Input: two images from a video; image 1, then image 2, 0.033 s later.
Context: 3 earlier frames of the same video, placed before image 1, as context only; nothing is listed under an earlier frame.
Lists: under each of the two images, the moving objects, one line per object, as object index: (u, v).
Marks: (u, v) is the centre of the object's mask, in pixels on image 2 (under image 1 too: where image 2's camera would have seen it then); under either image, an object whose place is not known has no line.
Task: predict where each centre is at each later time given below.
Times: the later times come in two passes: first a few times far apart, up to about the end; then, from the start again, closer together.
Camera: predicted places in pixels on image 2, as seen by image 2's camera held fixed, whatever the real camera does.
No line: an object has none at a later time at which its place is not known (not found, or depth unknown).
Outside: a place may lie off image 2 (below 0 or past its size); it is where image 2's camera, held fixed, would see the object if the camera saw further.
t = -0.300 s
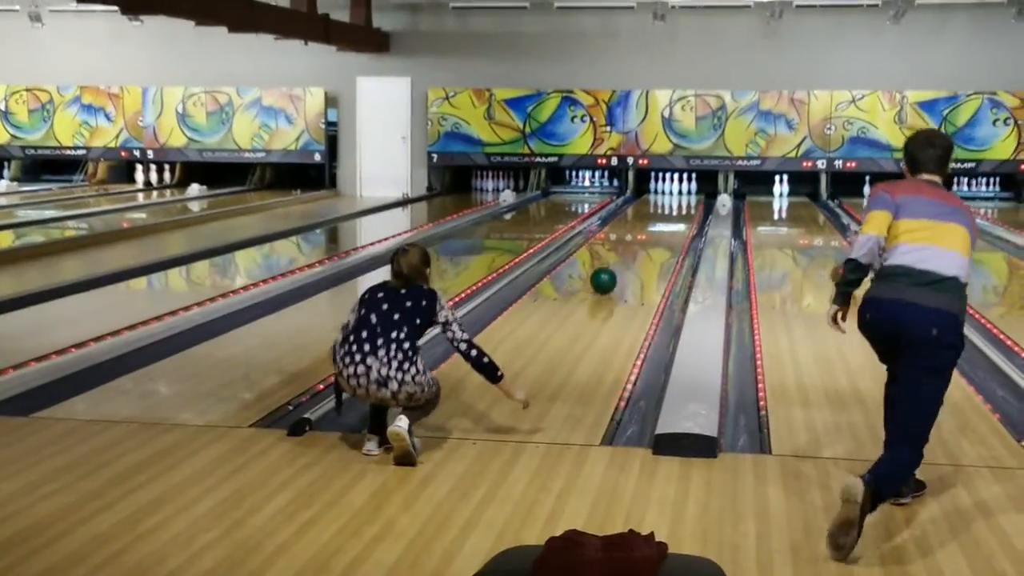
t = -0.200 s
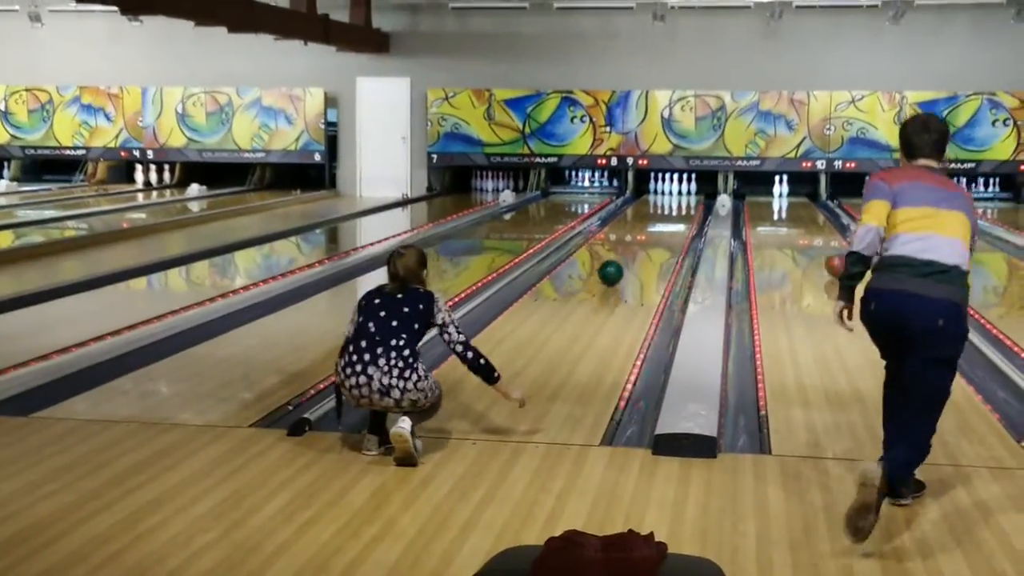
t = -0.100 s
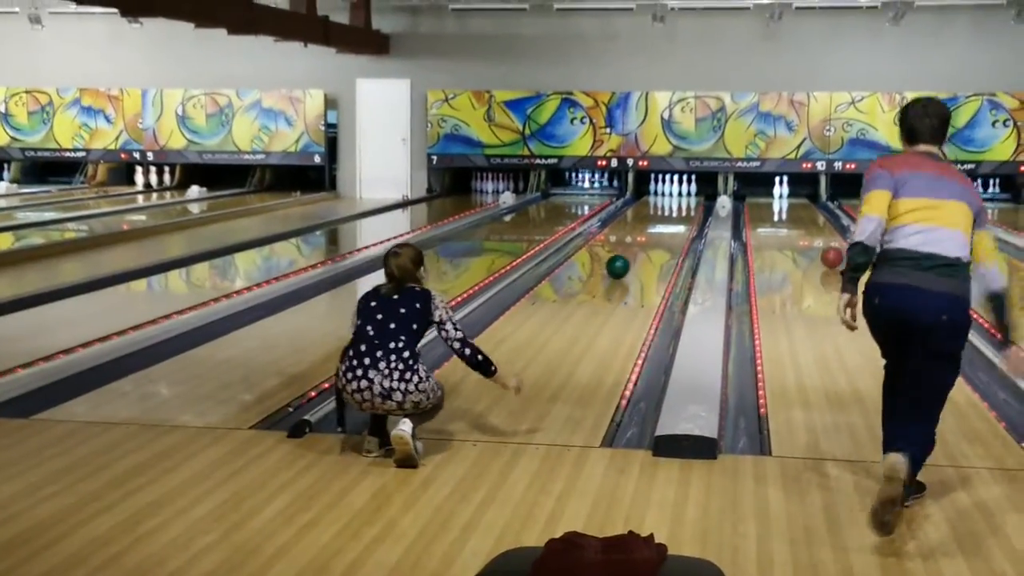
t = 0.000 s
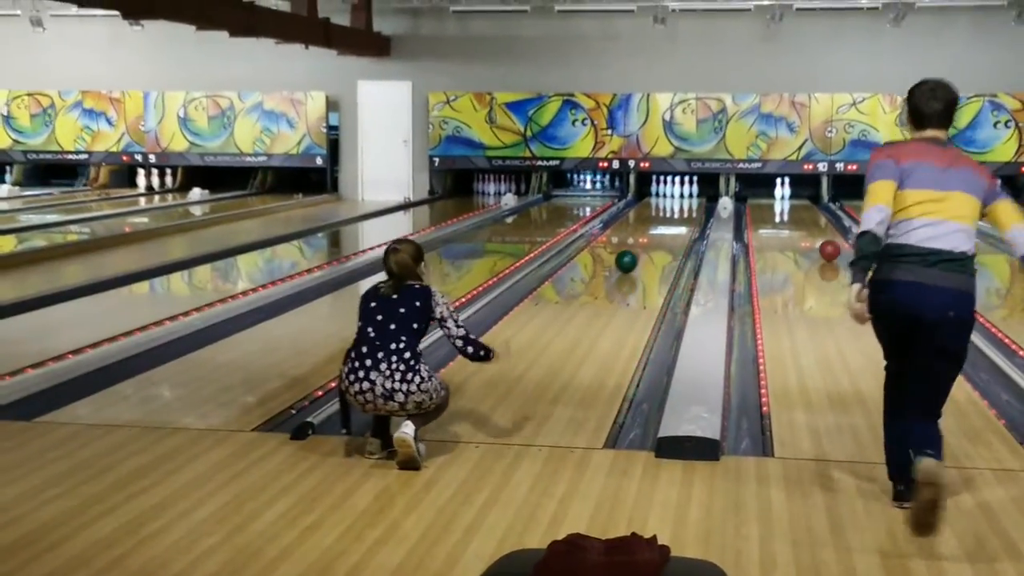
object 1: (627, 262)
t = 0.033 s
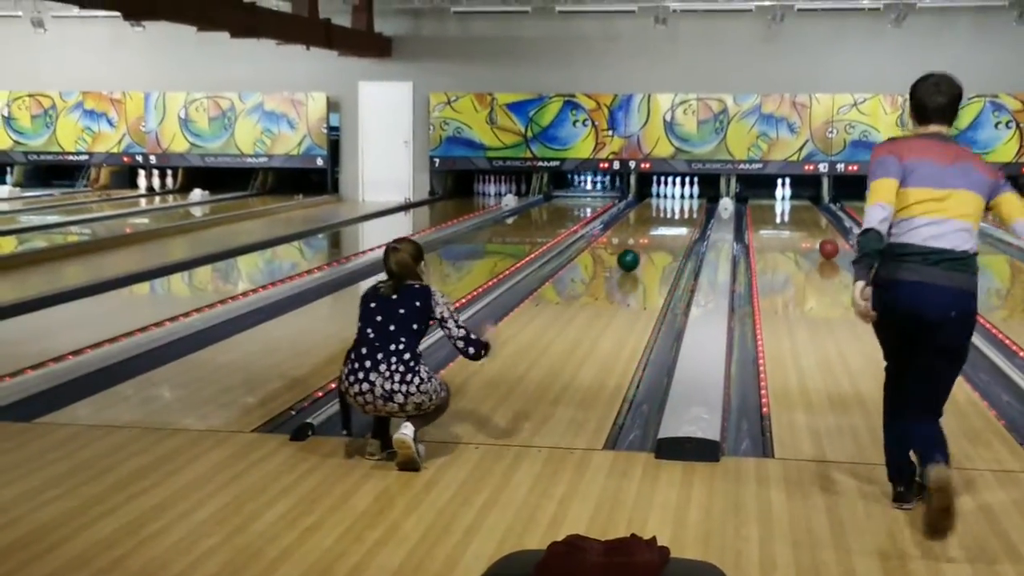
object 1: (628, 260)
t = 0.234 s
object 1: (638, 250)
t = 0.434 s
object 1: (645, 244)
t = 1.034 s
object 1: (668, 227)
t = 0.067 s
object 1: (630, 258)
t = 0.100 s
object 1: (631, 256)
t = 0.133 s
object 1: (634, 255)
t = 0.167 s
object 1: (635, 253)
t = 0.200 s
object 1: (637, 252)
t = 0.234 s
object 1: (638, 250)
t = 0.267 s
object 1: (640, 249)
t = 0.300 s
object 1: (641, 249)
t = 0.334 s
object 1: (642, 247)
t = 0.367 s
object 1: (643, 245)
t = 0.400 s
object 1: (644, 244)
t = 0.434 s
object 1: (645, 244)
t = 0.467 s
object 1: (646, 243)
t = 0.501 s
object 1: (645, 241)
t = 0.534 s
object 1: (647, 239)
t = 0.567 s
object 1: (650, 241)
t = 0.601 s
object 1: (650, 238)
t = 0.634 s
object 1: (651, 238)
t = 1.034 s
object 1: (668, 227)
